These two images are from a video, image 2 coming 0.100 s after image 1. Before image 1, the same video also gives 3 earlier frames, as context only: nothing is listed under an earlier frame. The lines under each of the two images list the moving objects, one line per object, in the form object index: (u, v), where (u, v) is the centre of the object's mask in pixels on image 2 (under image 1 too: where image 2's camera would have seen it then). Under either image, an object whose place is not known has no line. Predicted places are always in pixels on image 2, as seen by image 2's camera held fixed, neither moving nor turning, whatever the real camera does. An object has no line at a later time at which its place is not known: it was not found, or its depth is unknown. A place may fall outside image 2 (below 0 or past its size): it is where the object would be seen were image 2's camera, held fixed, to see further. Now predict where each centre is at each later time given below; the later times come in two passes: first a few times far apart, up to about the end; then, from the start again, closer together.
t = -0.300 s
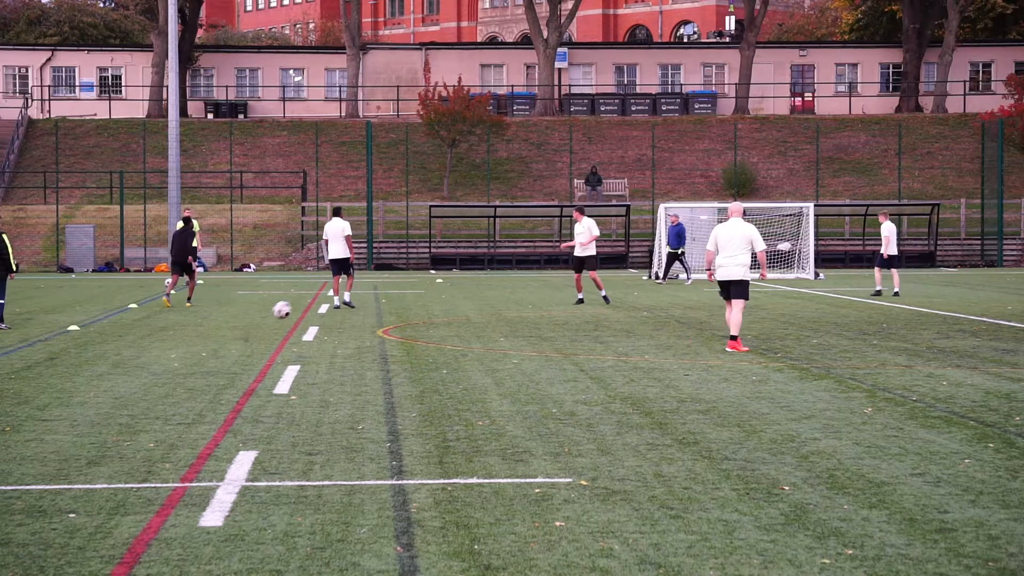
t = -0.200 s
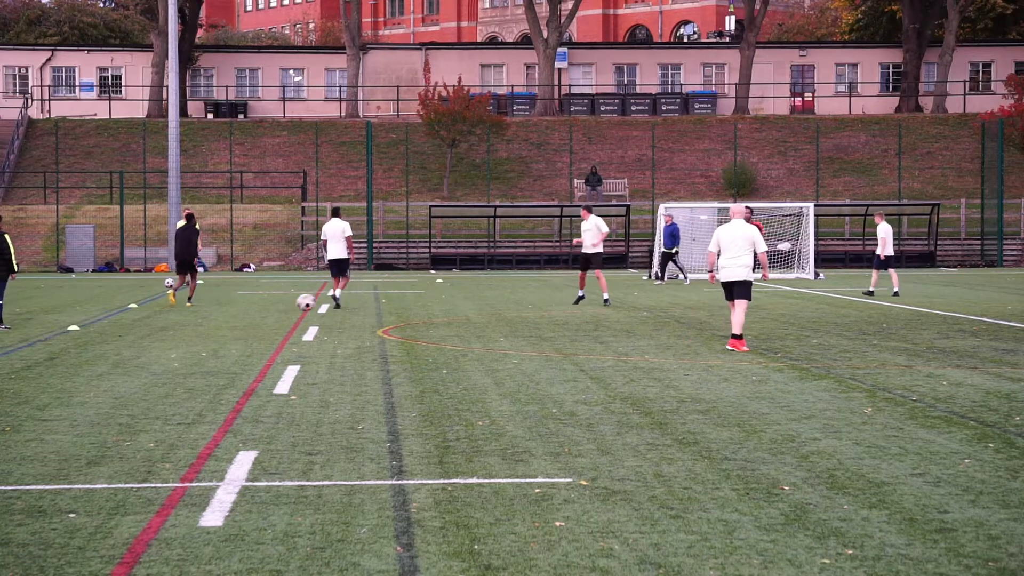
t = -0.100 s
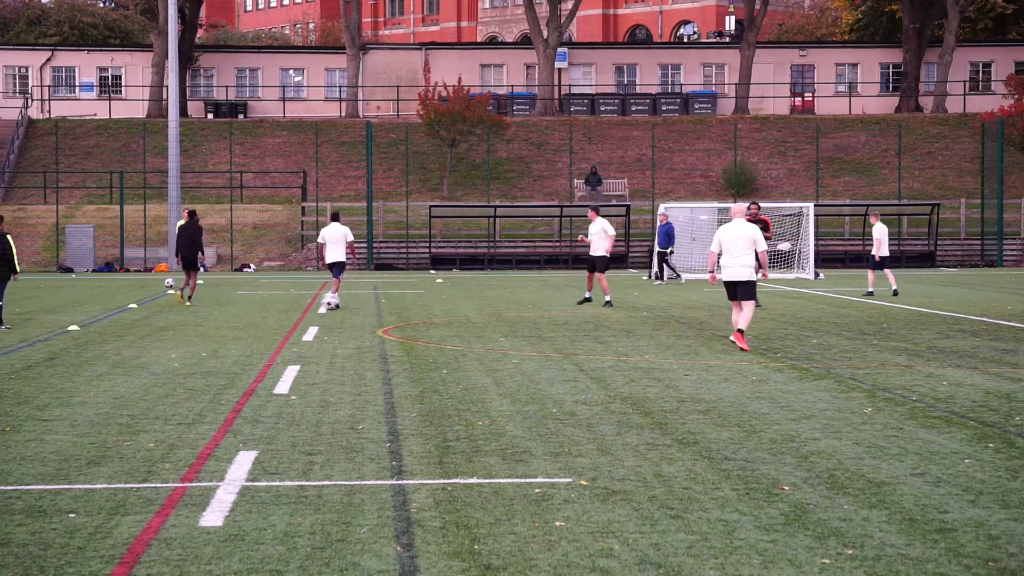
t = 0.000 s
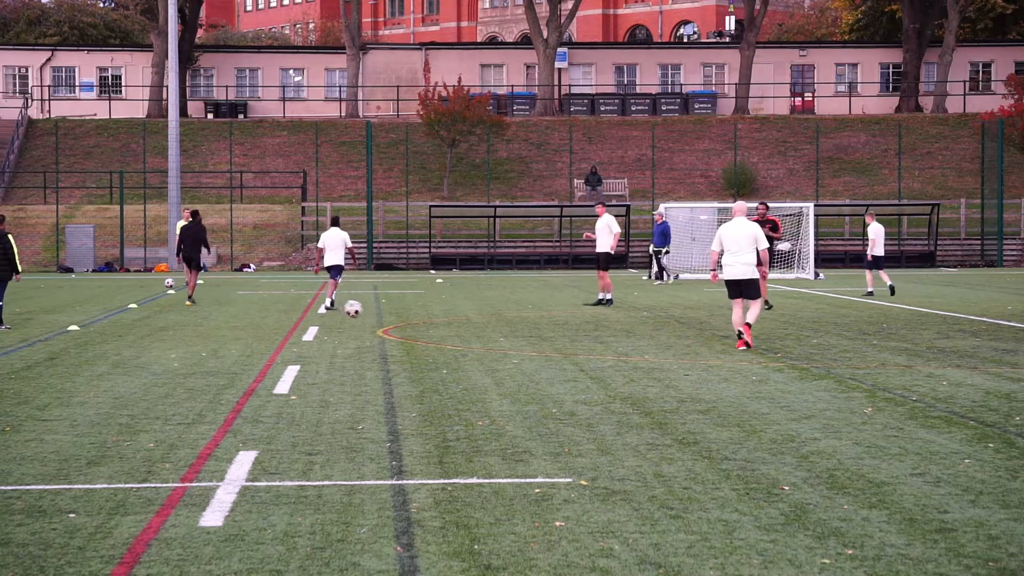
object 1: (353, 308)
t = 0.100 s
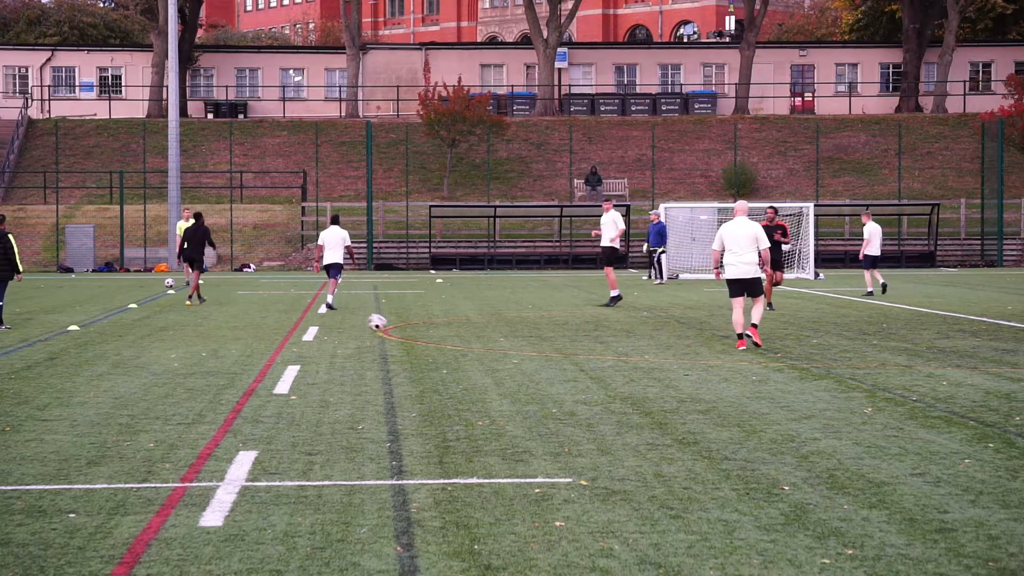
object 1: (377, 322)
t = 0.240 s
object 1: (408, 318)
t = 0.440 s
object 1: (449, 317)
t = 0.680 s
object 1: (497, 320)
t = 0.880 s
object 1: (534, 326)
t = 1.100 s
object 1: (573, 324)
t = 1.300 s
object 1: (606, 324)
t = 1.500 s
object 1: (637, 323)
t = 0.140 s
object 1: (385, 330)
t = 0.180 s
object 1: (395, 325)
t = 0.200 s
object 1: (400, 322)
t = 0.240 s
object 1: (408, 318)
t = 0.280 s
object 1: (416, 315)
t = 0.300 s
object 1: (420, 314)
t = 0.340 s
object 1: (429, 313)
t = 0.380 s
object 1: (437, 314)
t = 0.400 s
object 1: (441, 314)
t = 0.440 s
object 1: (449, 317)
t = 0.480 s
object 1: (457, 320)
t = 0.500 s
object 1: (462, 321)
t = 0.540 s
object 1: (470, 326)
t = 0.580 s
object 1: (478, 326)
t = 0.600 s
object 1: (482, 324)
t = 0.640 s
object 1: (490, 321)
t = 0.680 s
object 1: (497, 320)
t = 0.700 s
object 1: (501, 319)
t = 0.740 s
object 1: (508, 319)
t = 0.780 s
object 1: (516, 320)
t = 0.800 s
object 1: (520, 321)
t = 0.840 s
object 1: (526, 325)
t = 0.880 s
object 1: (534, 326)
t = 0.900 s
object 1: (537, 325)
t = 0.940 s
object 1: (545, 323)
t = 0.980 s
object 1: (552, 323)
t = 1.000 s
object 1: (556, 324)
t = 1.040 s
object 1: (563, 325)
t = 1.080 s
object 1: (570, 325)
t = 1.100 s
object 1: (573, 324)
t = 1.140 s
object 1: (580, 323)
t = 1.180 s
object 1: (586, 324)
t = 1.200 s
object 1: (589, 325)
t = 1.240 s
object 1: (596, 324)
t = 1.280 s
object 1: (603, 324)
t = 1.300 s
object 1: (606, 324)
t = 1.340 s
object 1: (613, 324)
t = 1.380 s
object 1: (619, 324)
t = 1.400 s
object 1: (622, 324)
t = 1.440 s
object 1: (627, 324)
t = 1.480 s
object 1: (633, 323)
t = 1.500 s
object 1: (637, 323)
